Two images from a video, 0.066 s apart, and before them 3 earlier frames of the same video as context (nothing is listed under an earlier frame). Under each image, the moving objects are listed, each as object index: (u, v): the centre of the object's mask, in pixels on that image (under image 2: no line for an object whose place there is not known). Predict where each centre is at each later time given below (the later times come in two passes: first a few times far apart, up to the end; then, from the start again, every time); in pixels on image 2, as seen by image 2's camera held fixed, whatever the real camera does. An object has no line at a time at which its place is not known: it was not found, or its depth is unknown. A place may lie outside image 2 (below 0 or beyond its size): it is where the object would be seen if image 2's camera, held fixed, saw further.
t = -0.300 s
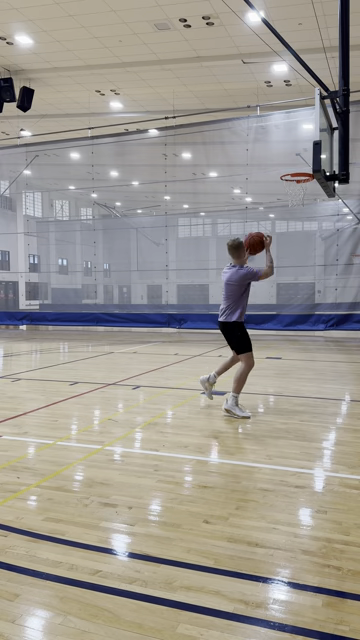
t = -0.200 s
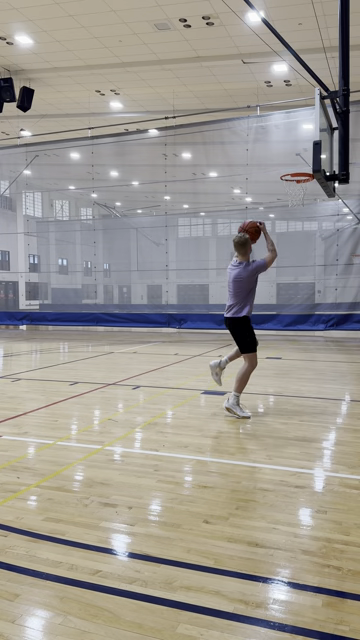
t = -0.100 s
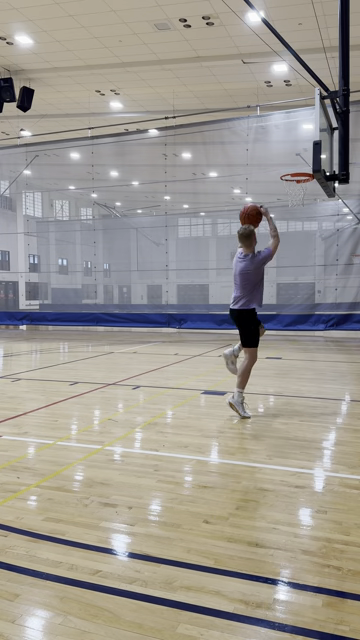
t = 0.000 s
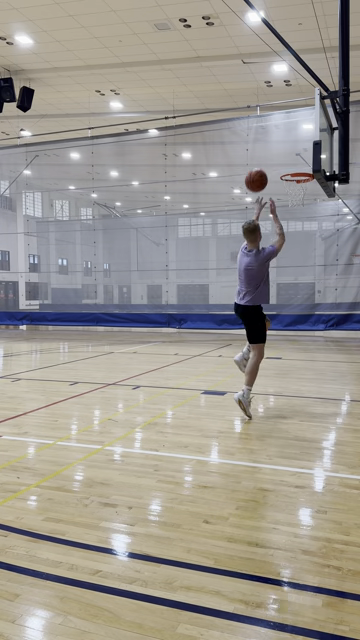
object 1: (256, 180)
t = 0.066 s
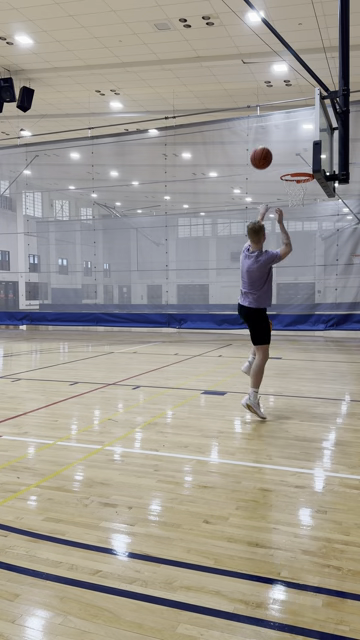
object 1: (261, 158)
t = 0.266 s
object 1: (274, 122)
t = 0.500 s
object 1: (286, 126)
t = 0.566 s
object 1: (288, 134)
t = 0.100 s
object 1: (264, 149)
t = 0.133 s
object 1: (266, 141)
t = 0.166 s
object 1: (268, 135)
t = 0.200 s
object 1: (270, 130)
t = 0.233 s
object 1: (272, 125)
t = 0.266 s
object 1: (274, 122)
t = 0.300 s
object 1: (276, 120)
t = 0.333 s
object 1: (278, 119)
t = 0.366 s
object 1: (279, 119)
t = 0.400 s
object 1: (281, 119)
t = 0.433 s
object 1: (283, 121)
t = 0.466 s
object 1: (284, 123)
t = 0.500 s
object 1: (286, 126)
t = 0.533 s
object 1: (287, 130)
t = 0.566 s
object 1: (288, 134)
